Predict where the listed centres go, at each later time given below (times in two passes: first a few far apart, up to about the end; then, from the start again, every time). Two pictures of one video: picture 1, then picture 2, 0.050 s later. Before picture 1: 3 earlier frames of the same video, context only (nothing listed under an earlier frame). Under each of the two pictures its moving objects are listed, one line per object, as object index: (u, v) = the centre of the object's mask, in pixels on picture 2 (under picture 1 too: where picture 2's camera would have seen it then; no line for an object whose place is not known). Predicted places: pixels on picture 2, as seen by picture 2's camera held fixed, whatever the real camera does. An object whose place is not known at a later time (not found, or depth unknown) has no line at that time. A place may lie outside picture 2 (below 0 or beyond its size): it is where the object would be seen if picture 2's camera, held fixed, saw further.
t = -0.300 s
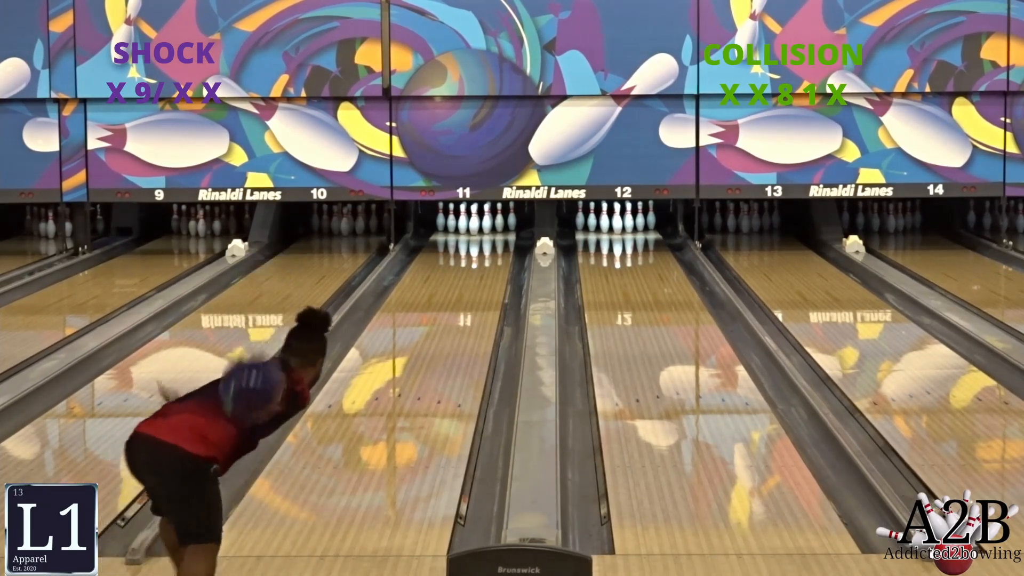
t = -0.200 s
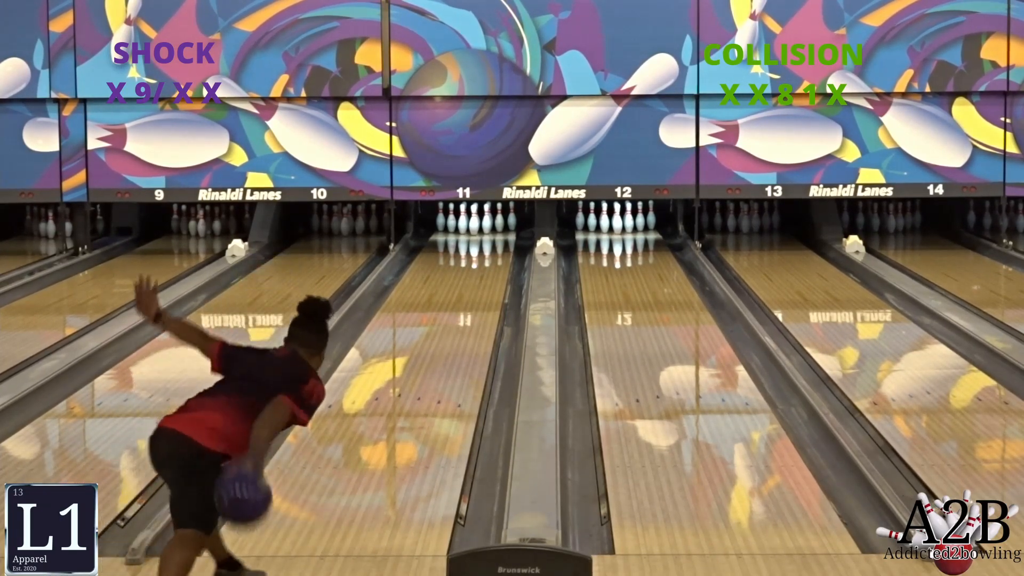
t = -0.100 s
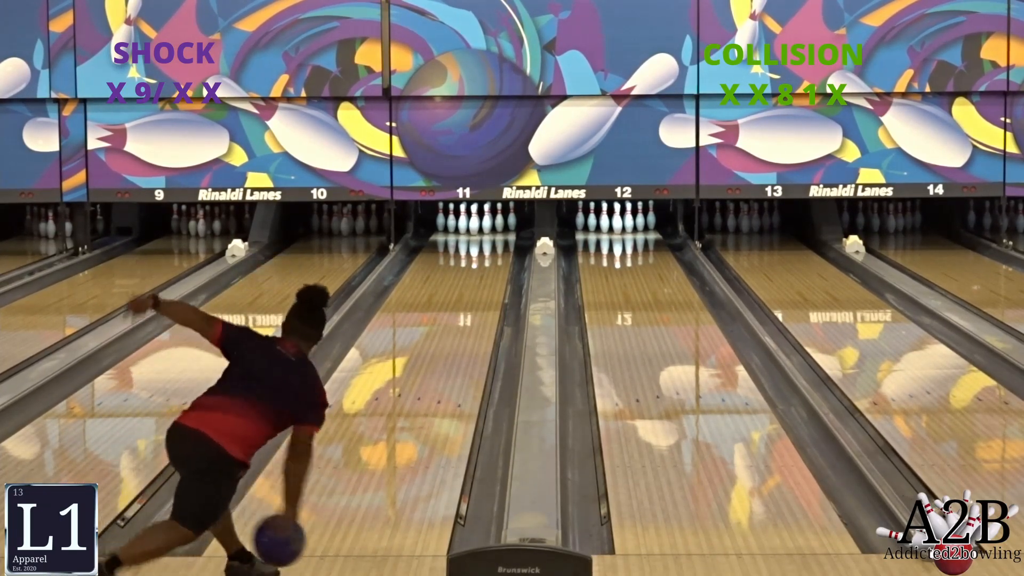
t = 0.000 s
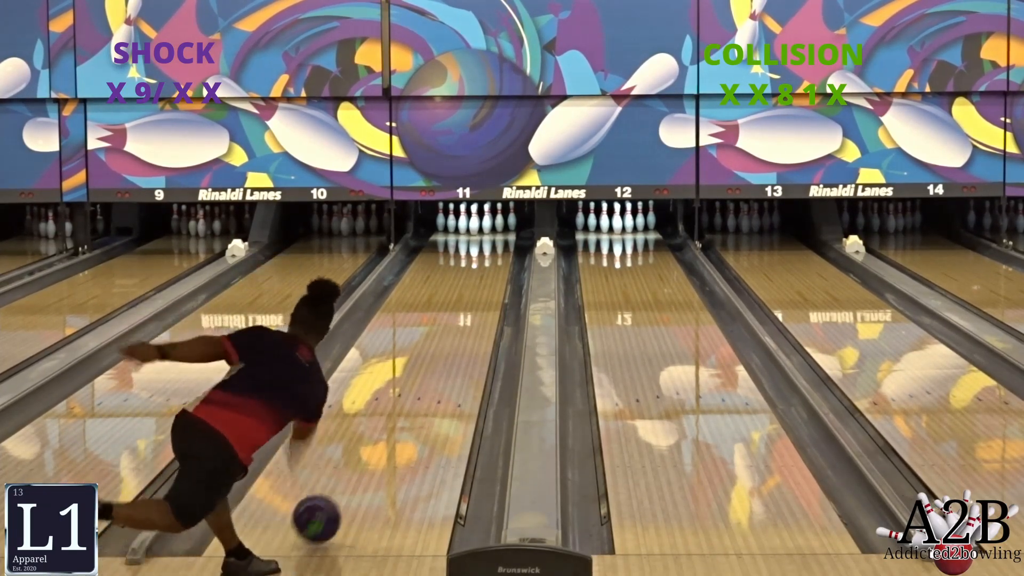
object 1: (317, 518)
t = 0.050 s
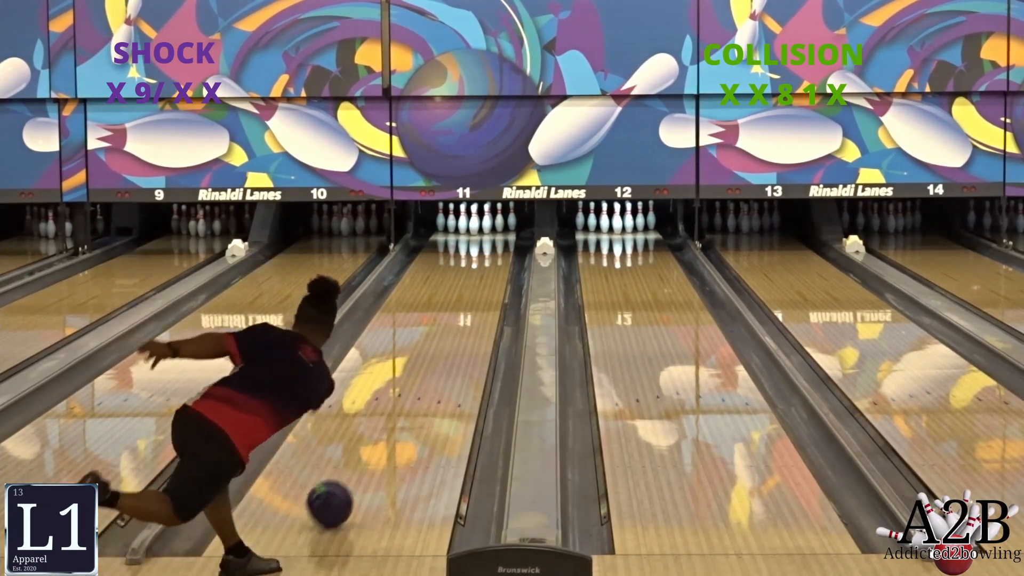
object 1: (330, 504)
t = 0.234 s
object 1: (370, 448)
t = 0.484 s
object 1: (410, 391)
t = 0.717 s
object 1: (438, 352)
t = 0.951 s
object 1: (458, 321)
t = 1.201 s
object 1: (475, 294)
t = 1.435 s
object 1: (487, 275)
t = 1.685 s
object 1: (495, 257)
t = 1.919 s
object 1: (495, 245)
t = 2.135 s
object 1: (488, 234)
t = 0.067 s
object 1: (334, 498)
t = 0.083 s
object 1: (338, 492)
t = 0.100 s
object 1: (343, 487)
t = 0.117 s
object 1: (346, 482)
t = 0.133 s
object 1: (350, 477)
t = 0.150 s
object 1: (353, 472)
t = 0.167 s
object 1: (357, 467)
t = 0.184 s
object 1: (361, 462)
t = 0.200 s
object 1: (364, 457)
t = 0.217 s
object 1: (367, 452)
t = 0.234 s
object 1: (370, 448)
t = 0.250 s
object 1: (374, 443)
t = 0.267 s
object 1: (377, 439)
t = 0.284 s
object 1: (380, 434)
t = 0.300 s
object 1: (383, 430)
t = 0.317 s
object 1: (385, 427)
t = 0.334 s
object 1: (388, 422)
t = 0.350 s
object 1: (391, 419)
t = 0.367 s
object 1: (394, 415)
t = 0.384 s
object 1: (396, 411)
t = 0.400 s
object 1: (399, 408)
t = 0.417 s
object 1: (401, 404)
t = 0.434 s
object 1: (403, 401)
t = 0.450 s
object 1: (406, 398)
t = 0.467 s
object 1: (408, 394)
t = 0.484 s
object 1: (410, 391)
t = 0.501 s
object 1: (413, 388)
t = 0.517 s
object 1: (415, 385)
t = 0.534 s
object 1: (417, 382)
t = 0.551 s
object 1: (419, 379)
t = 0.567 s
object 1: (421, 376)
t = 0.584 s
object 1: (423, 373)
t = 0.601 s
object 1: (425, 370)
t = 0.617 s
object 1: (427, 367)
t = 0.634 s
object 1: (429, 365)
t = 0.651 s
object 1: (431, 362)
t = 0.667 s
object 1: (433, 359)
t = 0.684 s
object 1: (434, 357)
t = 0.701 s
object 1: (436, 354)
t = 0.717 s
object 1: (438, 352)
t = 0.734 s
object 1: (439, 349)
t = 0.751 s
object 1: (441, 347)
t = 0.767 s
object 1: (443, 345)
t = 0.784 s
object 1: (444, 342)
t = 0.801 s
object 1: (446, 340)
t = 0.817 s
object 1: (447, 338)
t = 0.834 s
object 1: (449, 335)
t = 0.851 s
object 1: (450, 333)
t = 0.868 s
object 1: (451, 331)
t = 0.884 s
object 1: (453, 329)
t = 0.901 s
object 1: (454, 327)
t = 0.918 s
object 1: (456, 325)
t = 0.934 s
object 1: (457, 323)
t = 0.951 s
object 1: (458, 321)
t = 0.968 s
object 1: (459, 319)
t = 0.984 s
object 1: (461, 317)
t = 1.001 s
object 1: (462, 315)
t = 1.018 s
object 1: (463, 313)
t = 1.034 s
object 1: (464, 312)
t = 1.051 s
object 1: (465, 310)
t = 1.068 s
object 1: (466, 308)
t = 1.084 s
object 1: (468, 306)
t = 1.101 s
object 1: (469, 305)
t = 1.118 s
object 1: (470, 303)
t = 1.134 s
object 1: (471, 301)
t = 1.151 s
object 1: (472, 299)
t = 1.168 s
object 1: (473, 298)
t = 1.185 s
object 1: (474, 296)
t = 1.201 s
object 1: (475, 294)
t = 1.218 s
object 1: (476, 293)
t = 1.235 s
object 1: (477, 292)
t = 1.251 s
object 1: (478, 290)
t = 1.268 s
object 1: (479, 289)
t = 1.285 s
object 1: (480, 287)
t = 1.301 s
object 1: (480, 286)
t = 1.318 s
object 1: (481, 285)
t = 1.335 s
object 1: (482, 283)
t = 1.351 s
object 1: (483, 281)
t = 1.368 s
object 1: (484, 280)
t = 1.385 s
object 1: (484, 279)
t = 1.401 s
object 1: (485, 278)
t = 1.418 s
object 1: (486, 276)
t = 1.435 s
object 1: (487, 275)
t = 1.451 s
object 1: (488, 274)
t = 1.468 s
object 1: (488, 272)
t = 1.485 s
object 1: (489, 271)
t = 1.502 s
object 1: (489, 270)
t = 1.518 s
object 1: (490, 269)
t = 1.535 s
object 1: (491, 268)
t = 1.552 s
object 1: (491, 266)
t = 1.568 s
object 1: (492, 265)
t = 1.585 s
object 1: (492, 265)
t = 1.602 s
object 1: (493, 263)
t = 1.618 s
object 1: (493, 262)
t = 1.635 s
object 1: (493, 261)
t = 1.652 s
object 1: (494, 260)
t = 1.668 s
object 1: (495, 258)
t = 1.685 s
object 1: (495, 257)
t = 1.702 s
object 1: (495, 257)
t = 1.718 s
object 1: (495, 255)
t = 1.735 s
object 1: (495, 254)
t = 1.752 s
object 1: (495, 253)
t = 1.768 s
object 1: (495, 252)
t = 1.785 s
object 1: (496, 251)
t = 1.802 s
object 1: (495, 251)
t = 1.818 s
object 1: (496, 250)
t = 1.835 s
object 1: (496, 249)
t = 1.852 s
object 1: (495, 248)
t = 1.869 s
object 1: (495, 247)
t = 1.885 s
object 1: (495, 246)
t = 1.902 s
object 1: (495, 245)
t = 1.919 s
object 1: (495, 245)
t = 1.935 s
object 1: (495, 244)
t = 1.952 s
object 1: (494, 243)
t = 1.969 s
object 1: (494, 242)
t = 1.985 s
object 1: (493, 241)
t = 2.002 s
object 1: (493, 241)
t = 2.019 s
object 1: (492, 240)
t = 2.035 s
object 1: (492, 239)
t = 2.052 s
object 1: (491, 239)
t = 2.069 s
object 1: (490, 238)
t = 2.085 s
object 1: (490, 237)
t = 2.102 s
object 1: (489, 236)
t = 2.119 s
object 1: (488, 235)
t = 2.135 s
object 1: (488, 234)
